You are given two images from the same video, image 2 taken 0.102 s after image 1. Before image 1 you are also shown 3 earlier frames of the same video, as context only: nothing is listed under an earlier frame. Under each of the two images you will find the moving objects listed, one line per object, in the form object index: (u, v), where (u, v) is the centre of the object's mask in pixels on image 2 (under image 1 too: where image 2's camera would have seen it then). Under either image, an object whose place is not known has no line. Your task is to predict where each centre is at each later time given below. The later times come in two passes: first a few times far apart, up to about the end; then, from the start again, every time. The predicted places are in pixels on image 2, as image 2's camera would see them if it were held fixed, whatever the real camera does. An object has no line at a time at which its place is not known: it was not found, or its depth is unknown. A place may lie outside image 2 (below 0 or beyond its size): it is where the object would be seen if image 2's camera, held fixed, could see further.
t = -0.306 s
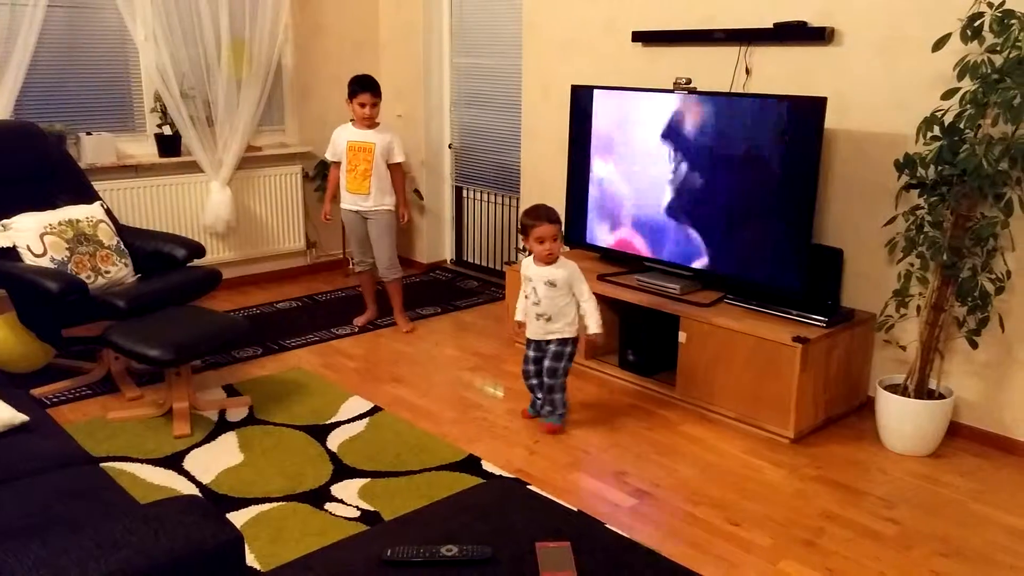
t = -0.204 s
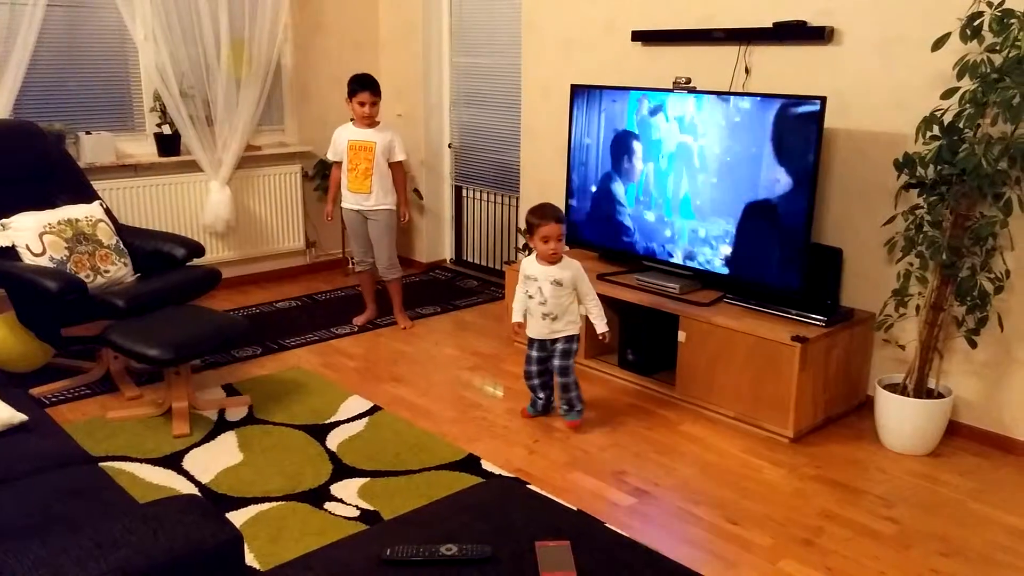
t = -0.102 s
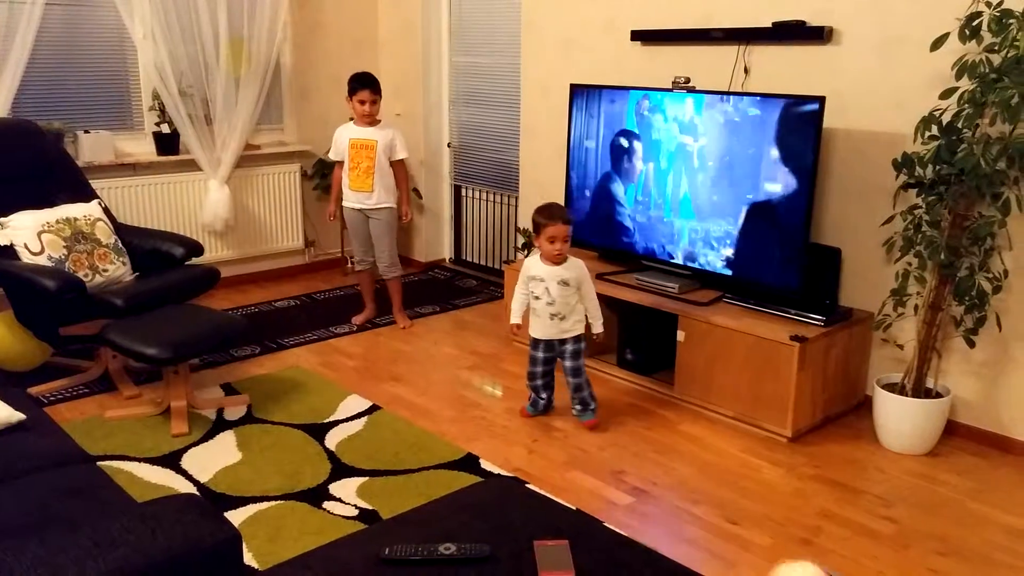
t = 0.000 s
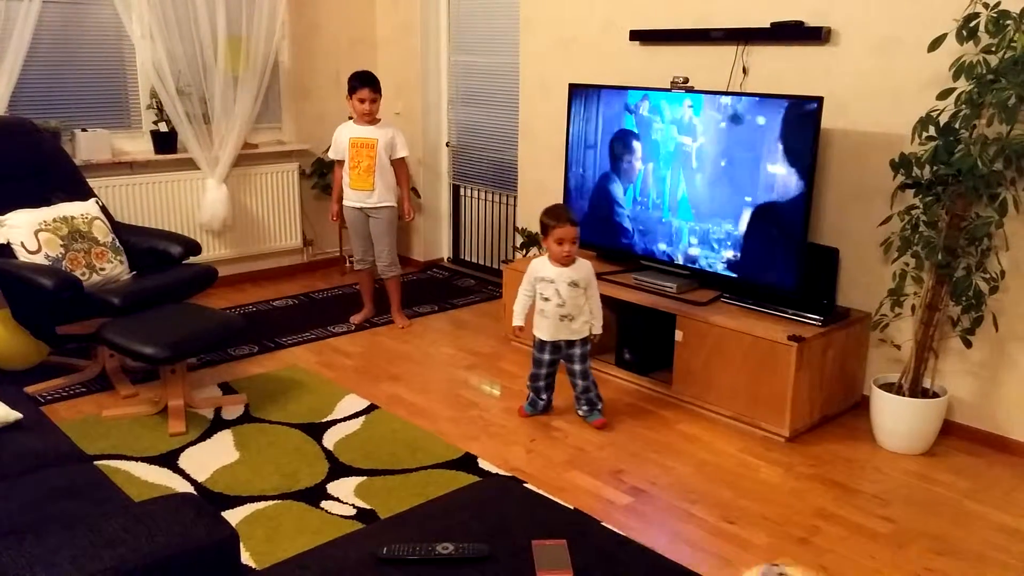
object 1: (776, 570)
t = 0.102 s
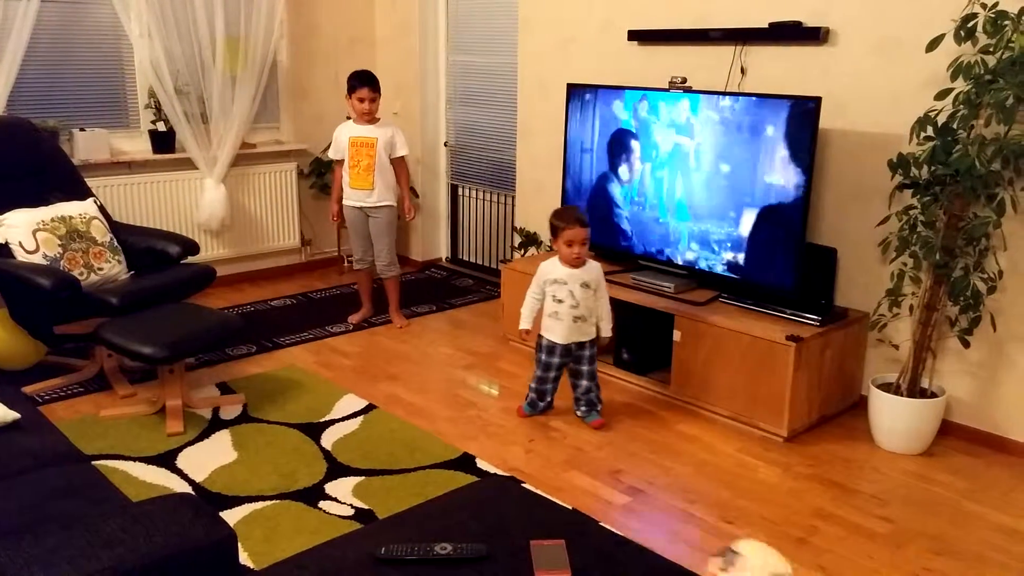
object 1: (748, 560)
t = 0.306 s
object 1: (706, 551)
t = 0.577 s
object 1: (660, 527)
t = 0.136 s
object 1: (740, 560)
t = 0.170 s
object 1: (732, 560)
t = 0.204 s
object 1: (725, 556)
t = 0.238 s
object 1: (719, 554)
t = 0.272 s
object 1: (712, 552)
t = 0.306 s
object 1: (706, 551)
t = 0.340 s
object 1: (700, 546)
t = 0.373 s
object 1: (695, 544)
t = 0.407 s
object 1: (688, 542)
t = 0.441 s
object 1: (682, 538)
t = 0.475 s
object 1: (677, 536)
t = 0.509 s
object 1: (671, 533)
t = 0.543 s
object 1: (665, 530)
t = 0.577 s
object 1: (660, 527)
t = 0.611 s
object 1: (654, 524)
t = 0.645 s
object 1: (650, 520)
